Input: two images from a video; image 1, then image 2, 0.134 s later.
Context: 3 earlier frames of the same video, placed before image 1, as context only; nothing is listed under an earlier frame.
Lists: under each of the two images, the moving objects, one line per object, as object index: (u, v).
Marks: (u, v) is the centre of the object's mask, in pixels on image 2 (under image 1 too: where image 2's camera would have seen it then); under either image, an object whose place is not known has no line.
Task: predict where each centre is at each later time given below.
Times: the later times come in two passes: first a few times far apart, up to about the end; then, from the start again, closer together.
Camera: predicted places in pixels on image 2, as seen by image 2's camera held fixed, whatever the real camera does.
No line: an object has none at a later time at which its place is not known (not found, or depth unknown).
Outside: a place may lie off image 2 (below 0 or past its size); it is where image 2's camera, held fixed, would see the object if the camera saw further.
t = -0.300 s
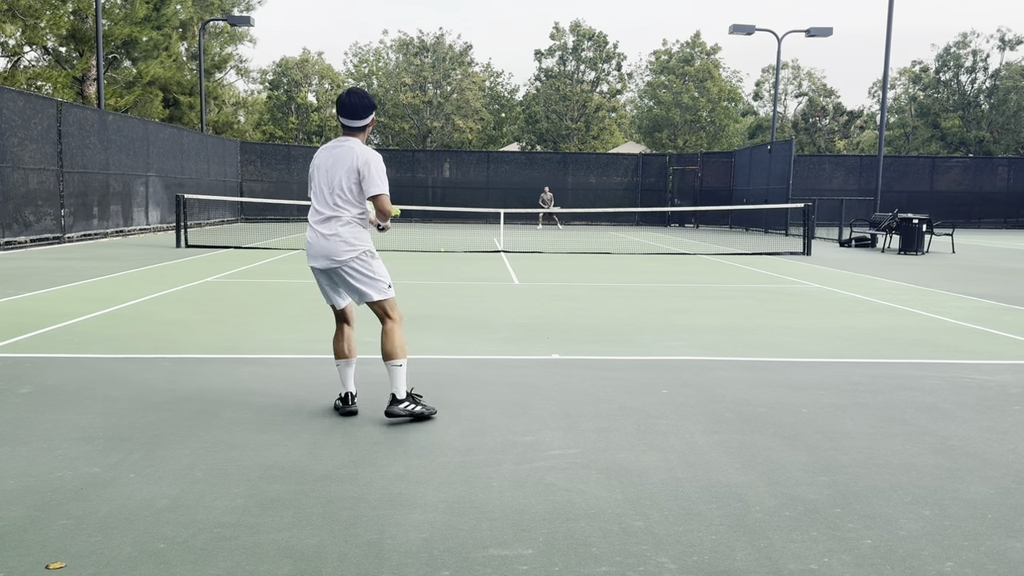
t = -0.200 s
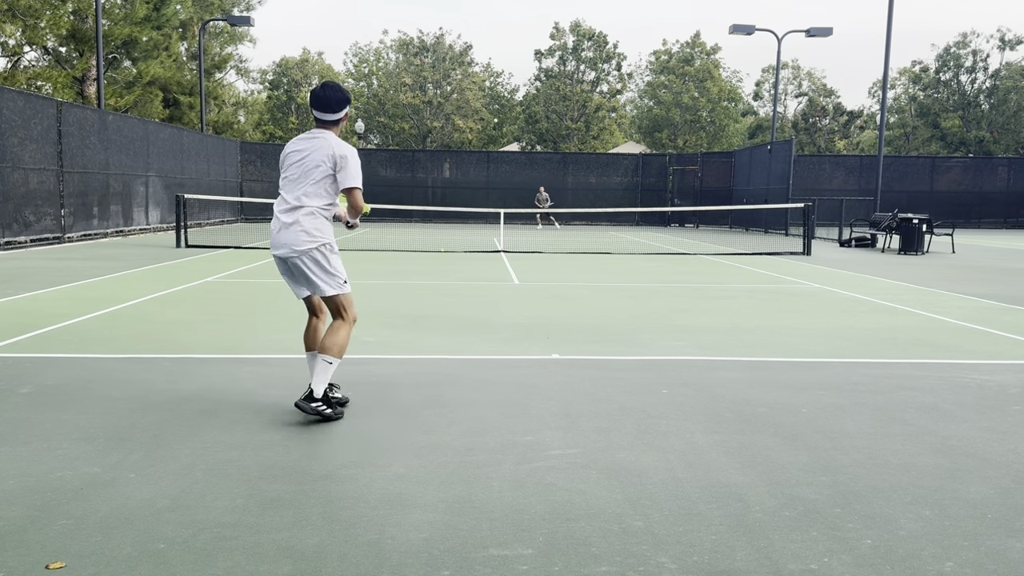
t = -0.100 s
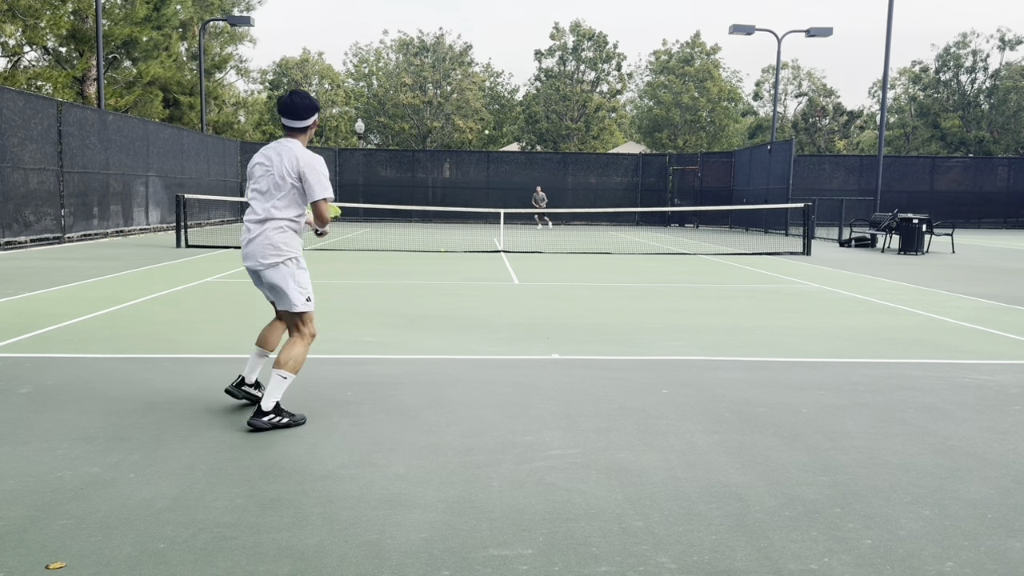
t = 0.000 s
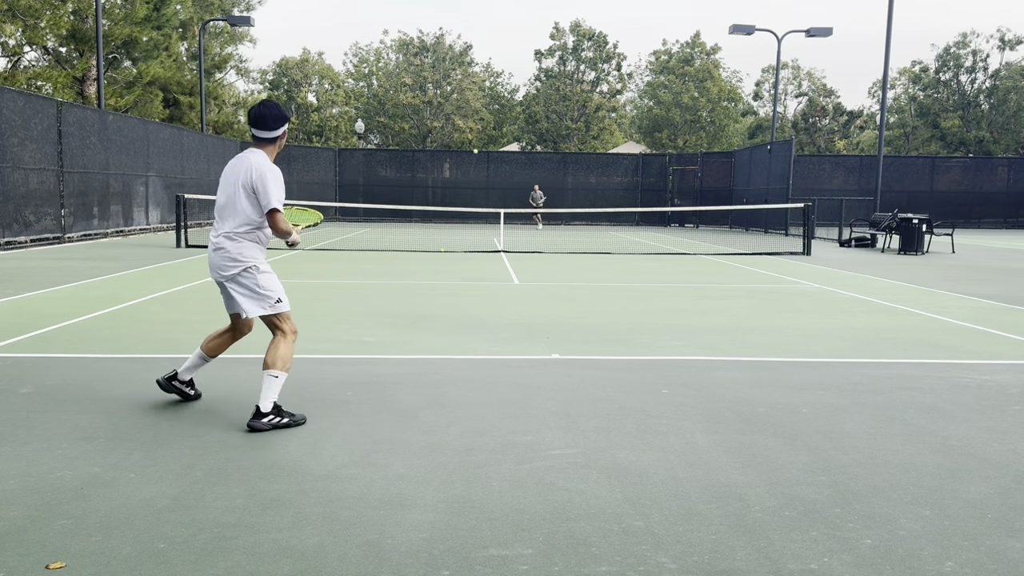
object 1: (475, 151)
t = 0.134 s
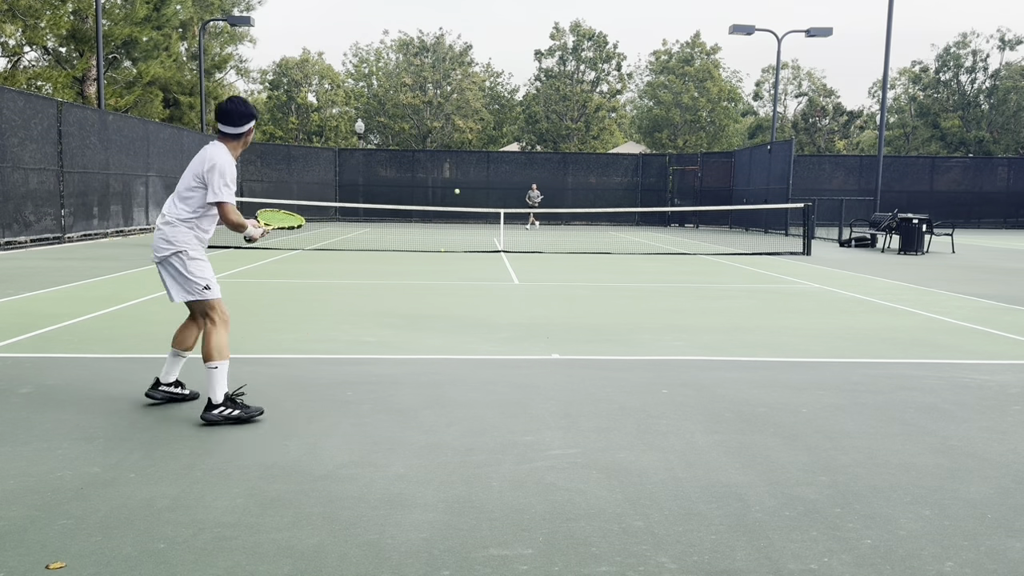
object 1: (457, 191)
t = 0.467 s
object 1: (402, 226)
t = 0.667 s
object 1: (370, 163)
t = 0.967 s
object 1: (298, 128)
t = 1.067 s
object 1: (265, 143)
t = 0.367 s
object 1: (415, 265)
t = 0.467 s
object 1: (402, 226)
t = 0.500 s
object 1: (398, 214)
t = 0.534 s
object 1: (393, 203)
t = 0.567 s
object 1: (388, 192)
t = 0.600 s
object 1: (382, 181)
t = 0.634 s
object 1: (376, 172)
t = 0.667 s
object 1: (370, 163)
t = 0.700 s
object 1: (362, 154)
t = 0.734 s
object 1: (357, 148)
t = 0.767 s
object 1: (350, 142)
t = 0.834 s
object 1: (334, 132)
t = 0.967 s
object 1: (298, 128)
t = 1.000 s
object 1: (288, 131)
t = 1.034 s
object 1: (277, 136)
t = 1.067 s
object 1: (265, 143)
